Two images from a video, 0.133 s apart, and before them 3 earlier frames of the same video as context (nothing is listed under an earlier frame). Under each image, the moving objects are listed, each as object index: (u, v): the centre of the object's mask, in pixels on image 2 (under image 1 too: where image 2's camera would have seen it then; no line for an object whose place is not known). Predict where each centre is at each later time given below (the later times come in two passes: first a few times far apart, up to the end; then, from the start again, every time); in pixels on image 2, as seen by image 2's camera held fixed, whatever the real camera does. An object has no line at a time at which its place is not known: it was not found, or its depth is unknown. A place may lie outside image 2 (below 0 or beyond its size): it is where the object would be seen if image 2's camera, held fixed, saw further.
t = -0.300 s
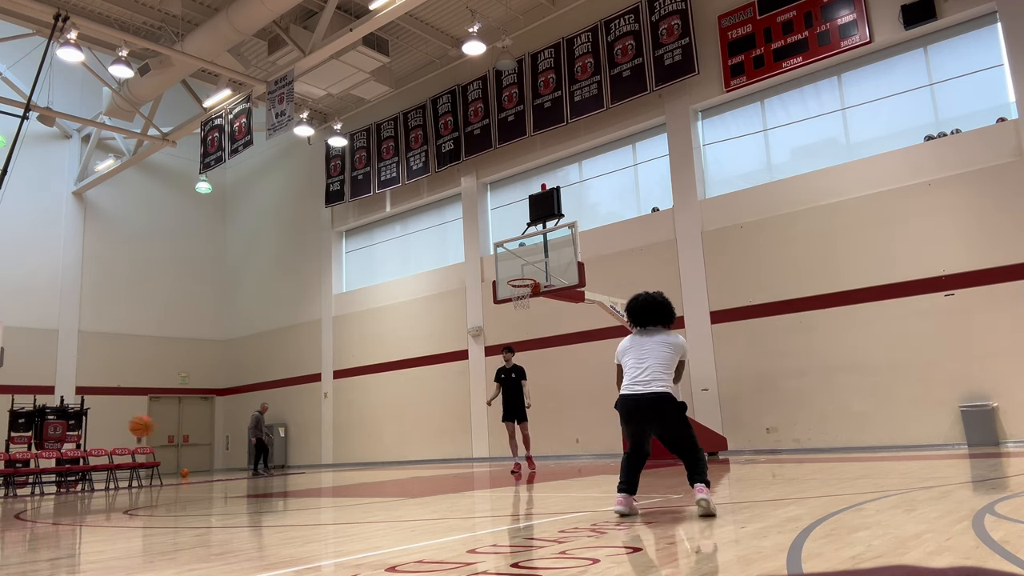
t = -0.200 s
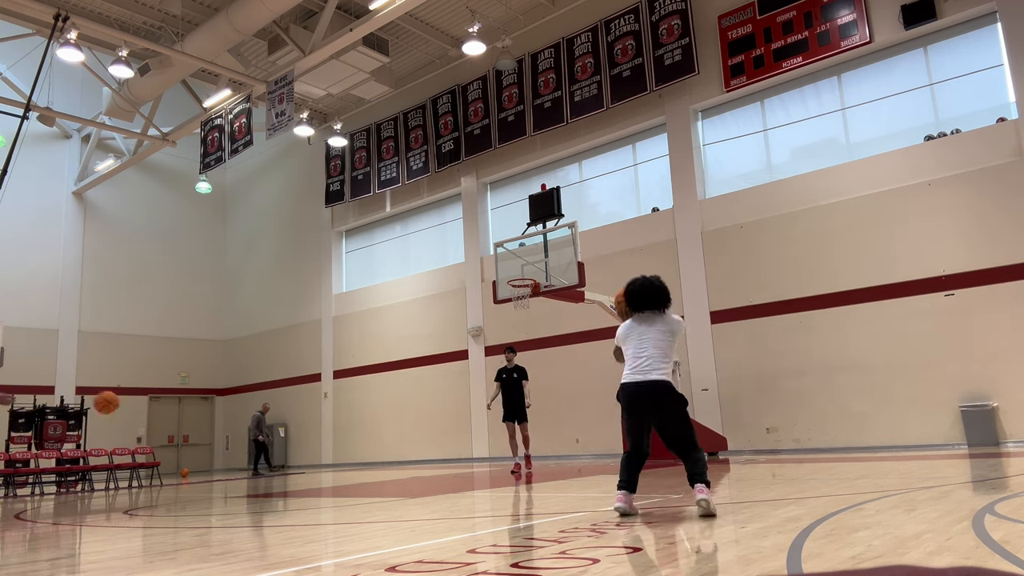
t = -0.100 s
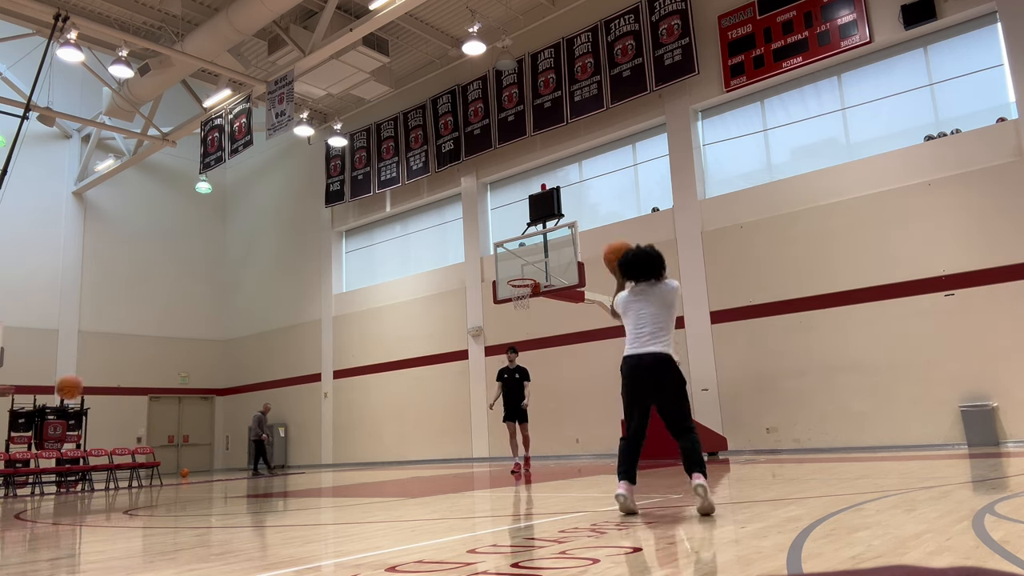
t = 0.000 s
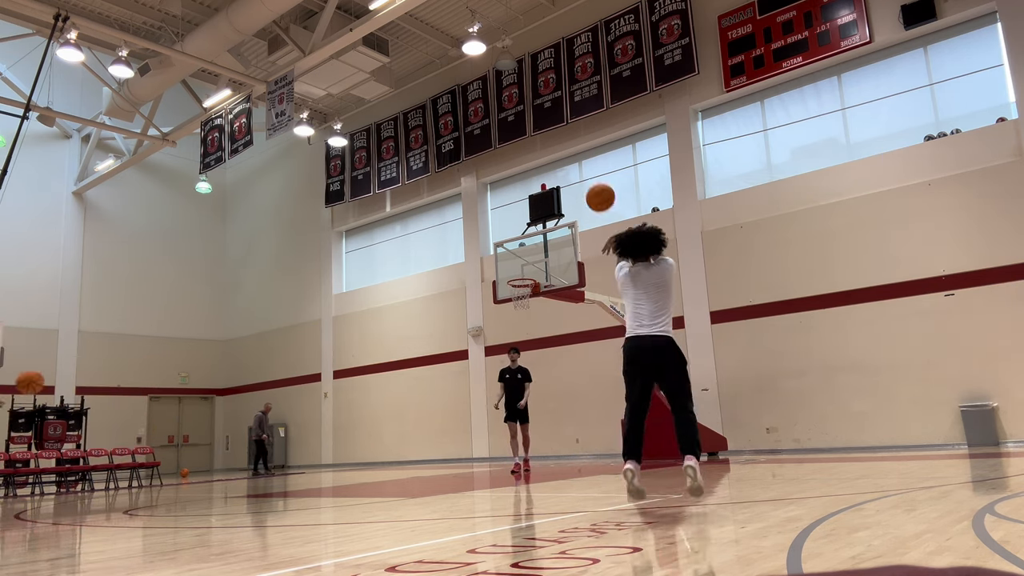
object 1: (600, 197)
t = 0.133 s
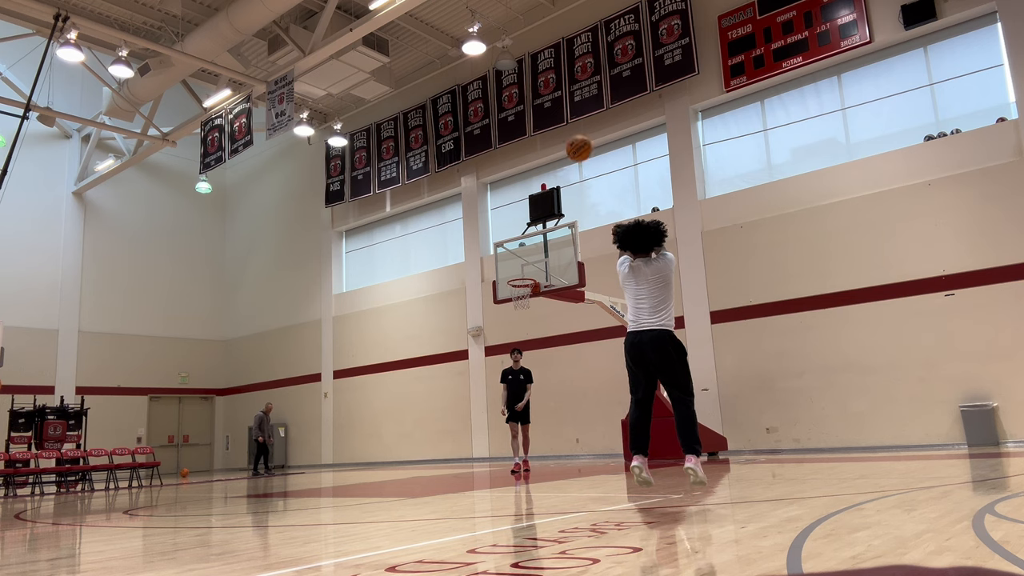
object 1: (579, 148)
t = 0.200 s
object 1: (570, 134)
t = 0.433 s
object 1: (549, 123)
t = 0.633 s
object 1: (537, 144)
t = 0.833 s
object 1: (528, 186)
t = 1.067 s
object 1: (521, 254)
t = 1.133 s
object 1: (519, 276)
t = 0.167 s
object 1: (575, 141)
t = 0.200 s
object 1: (570, 134)
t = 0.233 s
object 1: (567, 129)
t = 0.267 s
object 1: (563, 125)
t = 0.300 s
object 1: (560, 123)
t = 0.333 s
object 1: (557, 122)
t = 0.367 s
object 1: (554, 121)
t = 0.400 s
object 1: (552, 122)
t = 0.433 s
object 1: (549, 123)
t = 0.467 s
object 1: (547, 125)
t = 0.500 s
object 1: (544, 127)
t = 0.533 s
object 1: (542, 130)
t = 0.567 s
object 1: (540, 134)
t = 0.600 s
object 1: (538, 139)
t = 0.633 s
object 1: (537, 144)
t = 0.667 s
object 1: (535, 150)
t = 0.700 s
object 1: (534, 156)
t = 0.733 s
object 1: (531, 163)
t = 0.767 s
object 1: (530, 170)
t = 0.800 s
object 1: (529, 178)
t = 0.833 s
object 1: (528, 186)
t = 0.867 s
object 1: (527, 194)
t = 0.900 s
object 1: (526, 203)
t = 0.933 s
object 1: (525, 213)
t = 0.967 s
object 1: (523, 222)
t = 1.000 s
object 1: (522, 232)
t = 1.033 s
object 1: (522, 243)
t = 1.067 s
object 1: (521, 254)
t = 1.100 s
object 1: (520, 265)
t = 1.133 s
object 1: (519, 276)
